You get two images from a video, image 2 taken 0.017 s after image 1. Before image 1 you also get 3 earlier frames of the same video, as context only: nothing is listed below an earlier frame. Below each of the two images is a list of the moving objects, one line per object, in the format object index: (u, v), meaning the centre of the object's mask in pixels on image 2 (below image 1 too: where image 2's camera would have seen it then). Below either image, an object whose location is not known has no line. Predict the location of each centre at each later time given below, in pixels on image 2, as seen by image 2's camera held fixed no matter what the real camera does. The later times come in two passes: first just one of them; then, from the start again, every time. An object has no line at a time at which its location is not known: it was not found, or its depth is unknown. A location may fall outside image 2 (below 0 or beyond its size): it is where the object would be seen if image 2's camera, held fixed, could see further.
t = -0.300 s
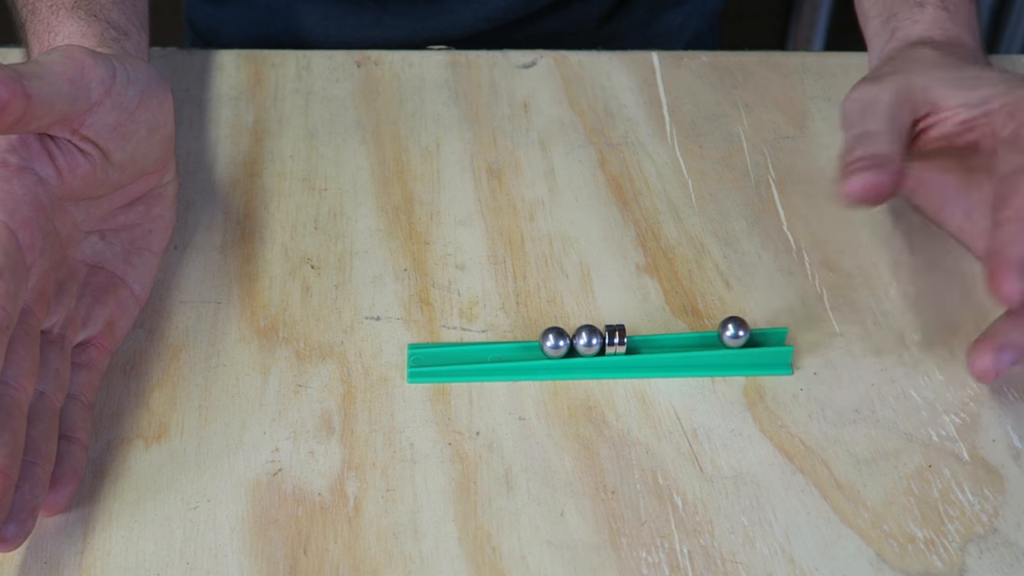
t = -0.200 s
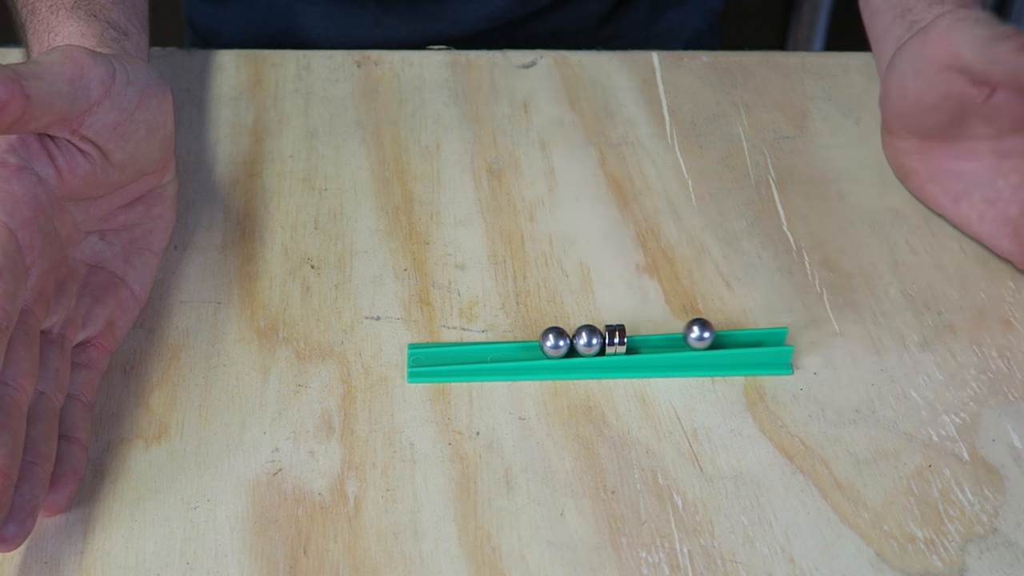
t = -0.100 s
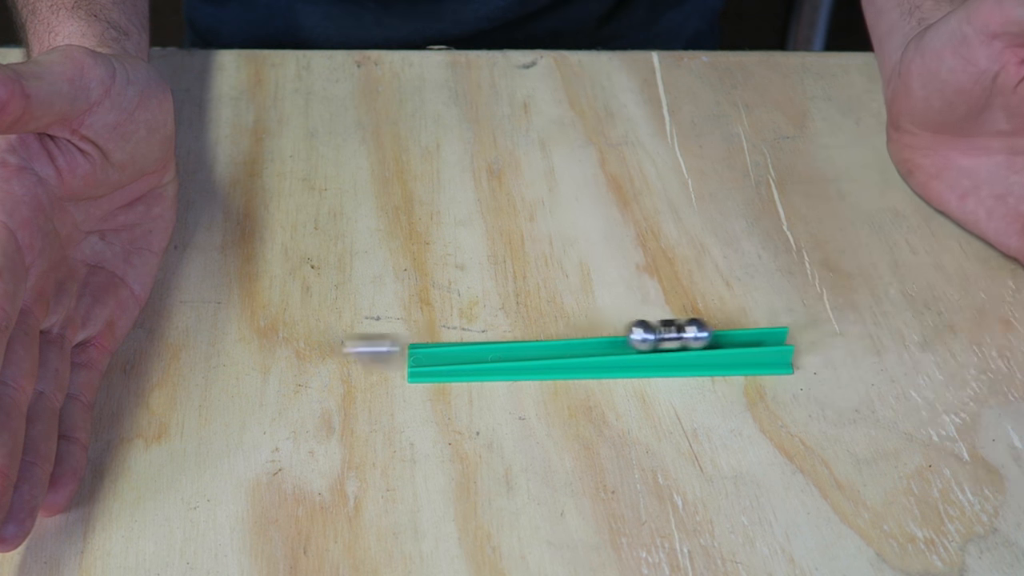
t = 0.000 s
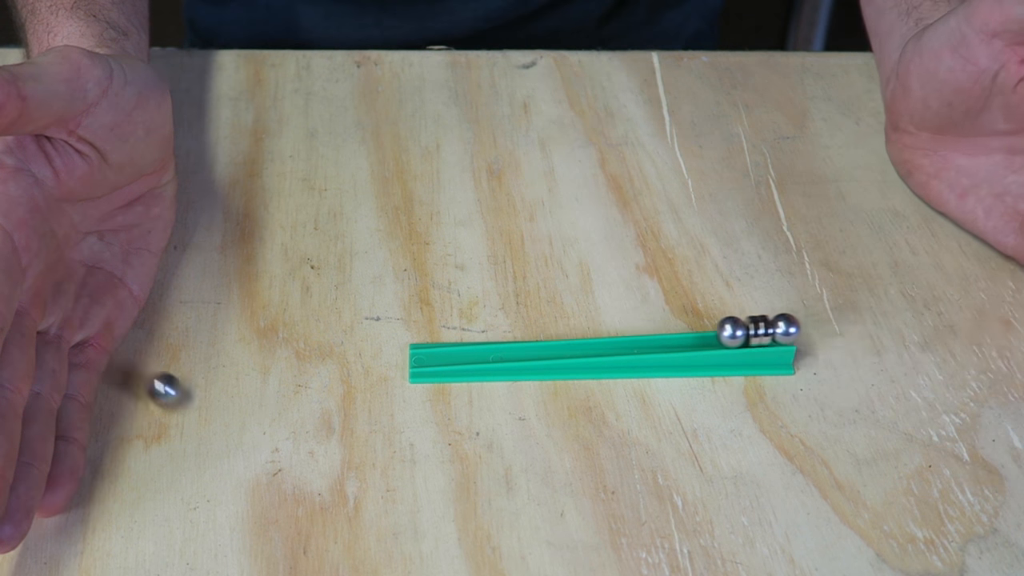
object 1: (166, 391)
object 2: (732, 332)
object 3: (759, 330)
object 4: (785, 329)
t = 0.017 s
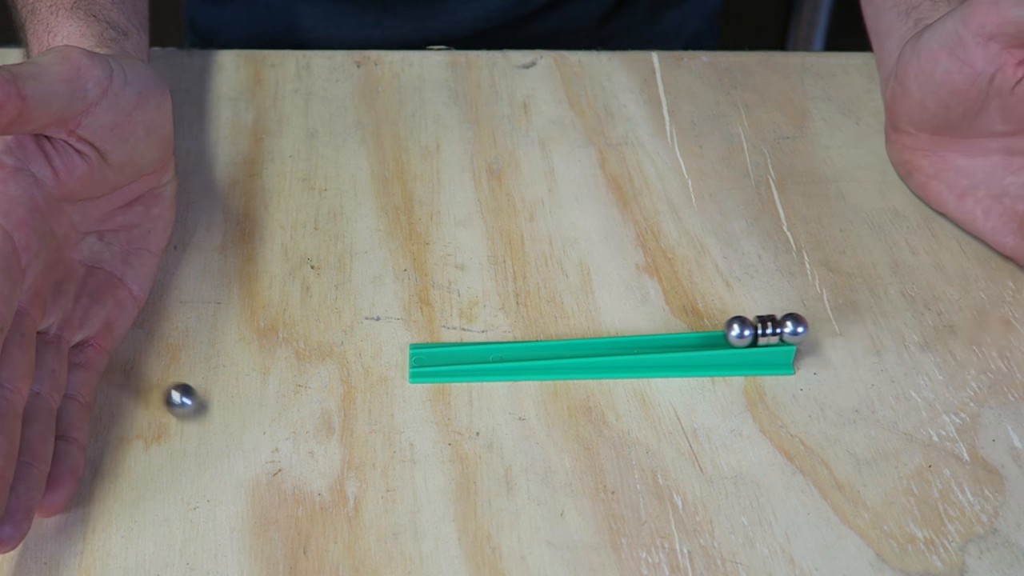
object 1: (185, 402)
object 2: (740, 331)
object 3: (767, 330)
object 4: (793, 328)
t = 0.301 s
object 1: (458, 545)
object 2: (755, 331)
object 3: (783, 330)
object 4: (809, 329)
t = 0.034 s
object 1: (200, 411)
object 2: (746, 331)
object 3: (773, 330)
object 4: (799, 329)
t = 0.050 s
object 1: (215, 420)
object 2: (750, 331)
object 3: (778, 330)
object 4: (804, 330)
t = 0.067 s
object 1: (231, 429)
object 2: (753, 331)
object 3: (781, 329)
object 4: (807, 329)
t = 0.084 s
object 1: (247, 438)
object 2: (755, 331)
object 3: (782, 329)
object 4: (808, 329)
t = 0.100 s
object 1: (262, 446)
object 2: (755, 331)
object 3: (783, 329)
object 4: (809, 329)
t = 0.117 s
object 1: (277, 455)
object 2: (755, 331)
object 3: (783, 330)
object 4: (809, 329)
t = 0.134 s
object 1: (293, 463)
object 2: (755, 331)
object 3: (783, 329)
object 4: (809, 329)
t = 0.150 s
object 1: (309, 472)
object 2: (755, 331)
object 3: (783, 330)
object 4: (809, 329)
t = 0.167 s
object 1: (325, 481)
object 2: (755, 331)
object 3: (783, 330)
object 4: (809, 329)
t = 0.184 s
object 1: (341, 489)
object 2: (755, 331)
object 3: (783, 330)
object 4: (809, 329)
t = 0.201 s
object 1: (357, 497)
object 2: (755, 331)
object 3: (783, 330)
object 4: (809, 329)
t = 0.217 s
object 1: (373, 505)
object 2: (755, 331)
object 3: (783, 330)
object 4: (809, 329)
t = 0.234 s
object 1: (389, 513)
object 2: (755, 331)
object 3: (783, 330)
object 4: (809, 329)
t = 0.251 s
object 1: (407, 522)
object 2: (755, 331)
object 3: (783, 330)
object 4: (809, 329)
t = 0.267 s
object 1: (423, 530)
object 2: (755, 331)
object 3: (783, 330)
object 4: (809, 329)
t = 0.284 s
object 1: (440, 538)
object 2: (755, 331)
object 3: (783, 330)
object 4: (809, 329)
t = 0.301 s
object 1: (458, 545)
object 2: (755, 331)
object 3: (783, 330)
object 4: (809, 329)
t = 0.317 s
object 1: (475, 553)
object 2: (755, 331)
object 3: (783, 330)
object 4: (809, 329)
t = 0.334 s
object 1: (491, 559)
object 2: (755, 331)
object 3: (783, 330)
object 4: (809, 329)
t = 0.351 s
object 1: (508, 563)
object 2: (755, 331)
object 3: (783, 330)
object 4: (809, 329)
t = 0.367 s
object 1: (523, 567)
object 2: (755, 331)
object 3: (783, 329)
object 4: (809, 329)
